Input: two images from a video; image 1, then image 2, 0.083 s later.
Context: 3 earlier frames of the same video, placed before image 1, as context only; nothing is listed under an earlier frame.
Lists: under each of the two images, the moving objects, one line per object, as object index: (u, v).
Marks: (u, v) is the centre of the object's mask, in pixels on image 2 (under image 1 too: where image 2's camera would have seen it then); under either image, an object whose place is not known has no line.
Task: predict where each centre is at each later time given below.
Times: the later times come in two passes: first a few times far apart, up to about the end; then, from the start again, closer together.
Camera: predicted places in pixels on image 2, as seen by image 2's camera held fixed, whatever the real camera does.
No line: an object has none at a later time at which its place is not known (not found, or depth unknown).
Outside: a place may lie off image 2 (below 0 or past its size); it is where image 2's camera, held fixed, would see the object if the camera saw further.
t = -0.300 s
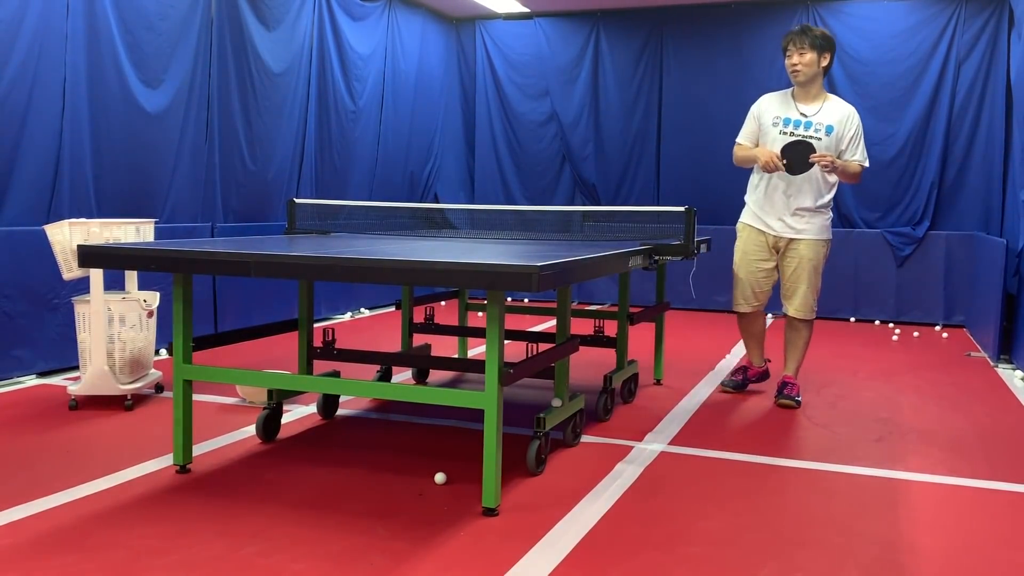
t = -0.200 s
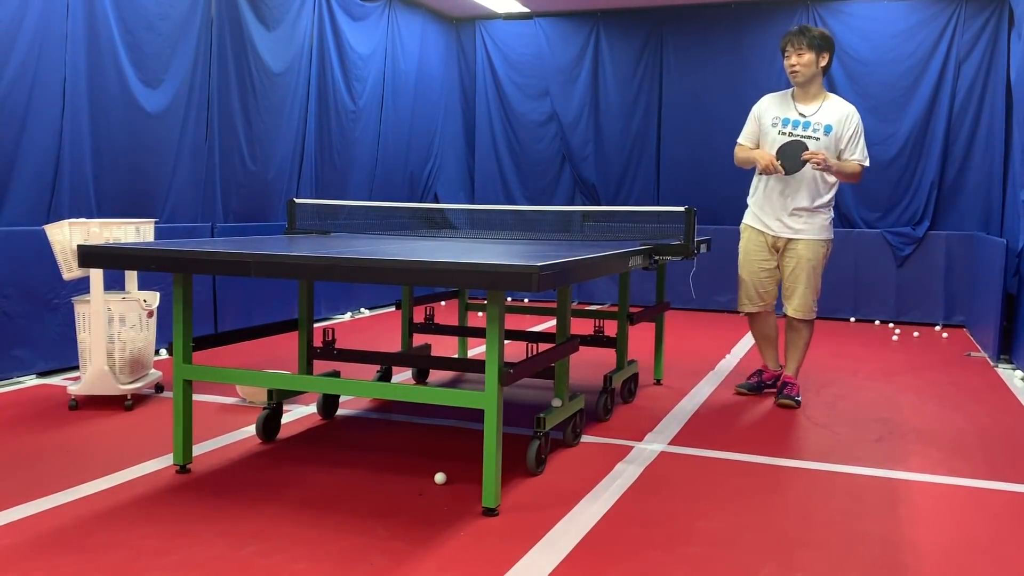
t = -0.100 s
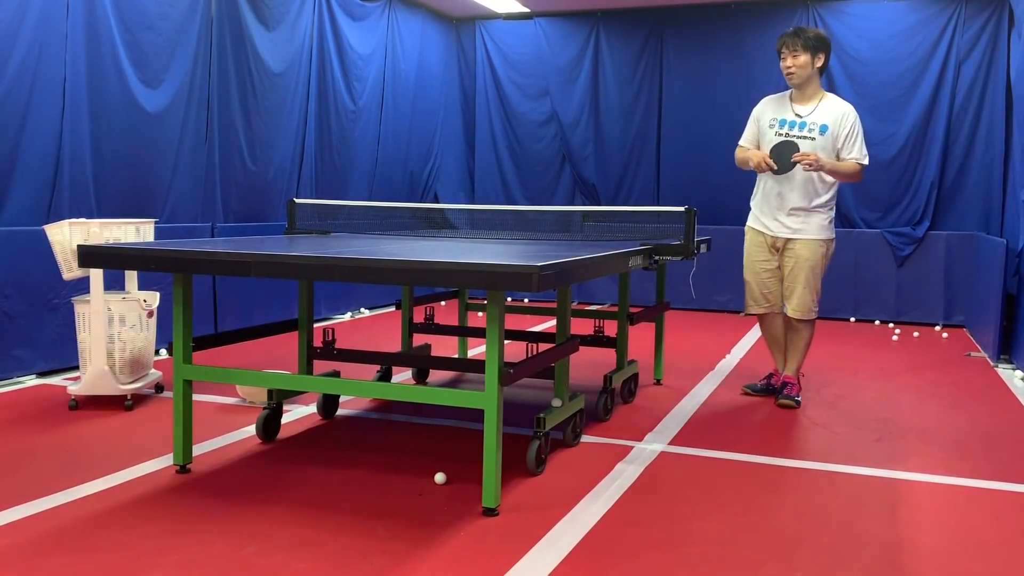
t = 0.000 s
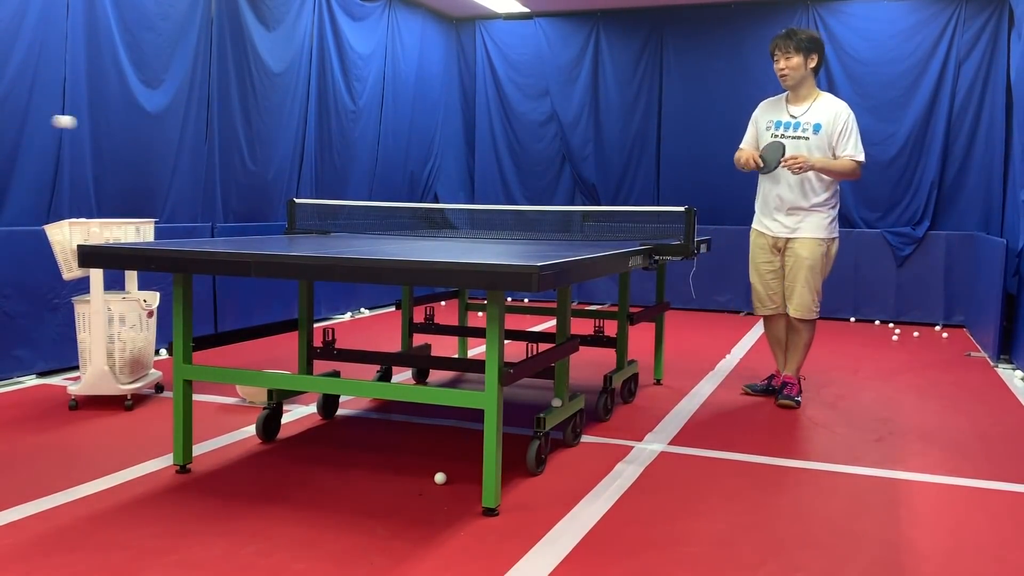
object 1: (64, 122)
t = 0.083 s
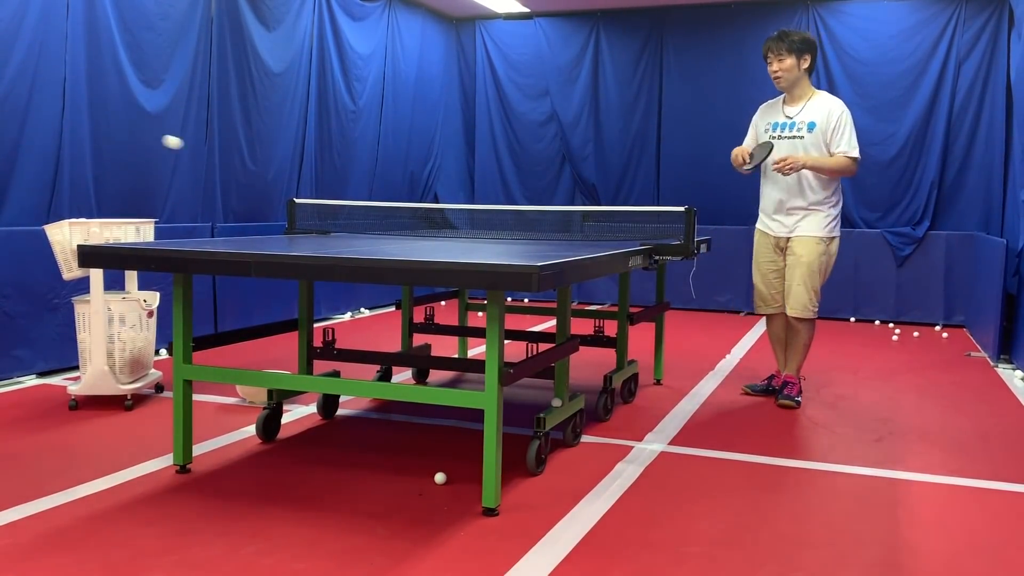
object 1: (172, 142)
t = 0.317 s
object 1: (389, 201)
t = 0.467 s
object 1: (485, 170)
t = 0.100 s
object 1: (192, 149)
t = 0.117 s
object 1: (210, 156)
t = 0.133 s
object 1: (228, 163)
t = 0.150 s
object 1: (245, 172)
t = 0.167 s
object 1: (261, 180)
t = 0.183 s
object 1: (278, 190)
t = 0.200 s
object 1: (293, 200)
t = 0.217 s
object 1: (308, 210)
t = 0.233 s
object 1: (322, 221)
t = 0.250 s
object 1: (335, 232)
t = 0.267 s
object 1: (349, 229)
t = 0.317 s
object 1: (389, 201)
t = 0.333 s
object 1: (401, 195)
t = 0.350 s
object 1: (413, 189)
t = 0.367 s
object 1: (424, 183)
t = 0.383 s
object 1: (435, 179)
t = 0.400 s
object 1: (446, 176)
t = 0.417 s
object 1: (456, 173)
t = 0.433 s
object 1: (466, 172)
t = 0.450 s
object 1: (476, 171)
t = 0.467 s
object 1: (485, 170)
